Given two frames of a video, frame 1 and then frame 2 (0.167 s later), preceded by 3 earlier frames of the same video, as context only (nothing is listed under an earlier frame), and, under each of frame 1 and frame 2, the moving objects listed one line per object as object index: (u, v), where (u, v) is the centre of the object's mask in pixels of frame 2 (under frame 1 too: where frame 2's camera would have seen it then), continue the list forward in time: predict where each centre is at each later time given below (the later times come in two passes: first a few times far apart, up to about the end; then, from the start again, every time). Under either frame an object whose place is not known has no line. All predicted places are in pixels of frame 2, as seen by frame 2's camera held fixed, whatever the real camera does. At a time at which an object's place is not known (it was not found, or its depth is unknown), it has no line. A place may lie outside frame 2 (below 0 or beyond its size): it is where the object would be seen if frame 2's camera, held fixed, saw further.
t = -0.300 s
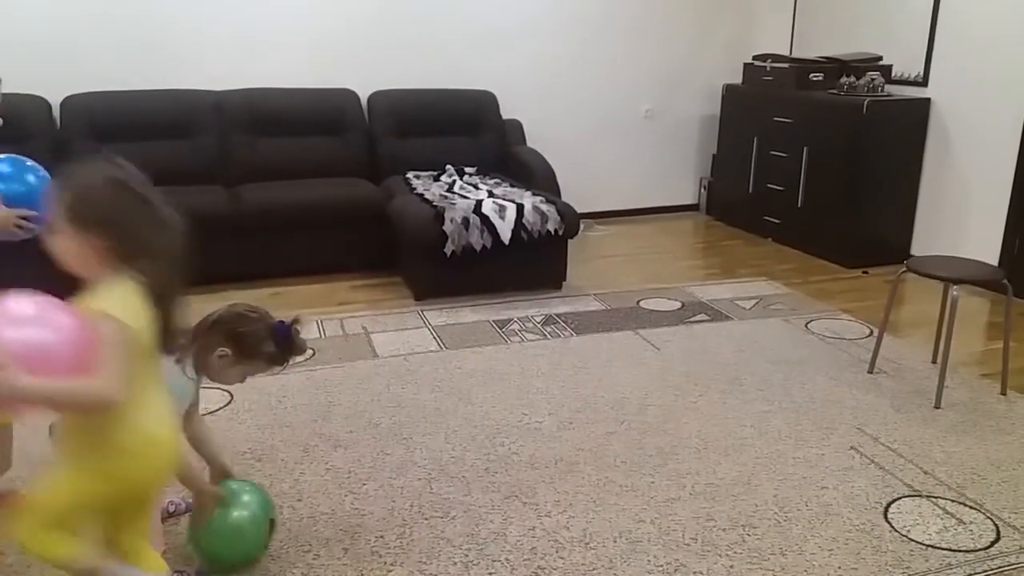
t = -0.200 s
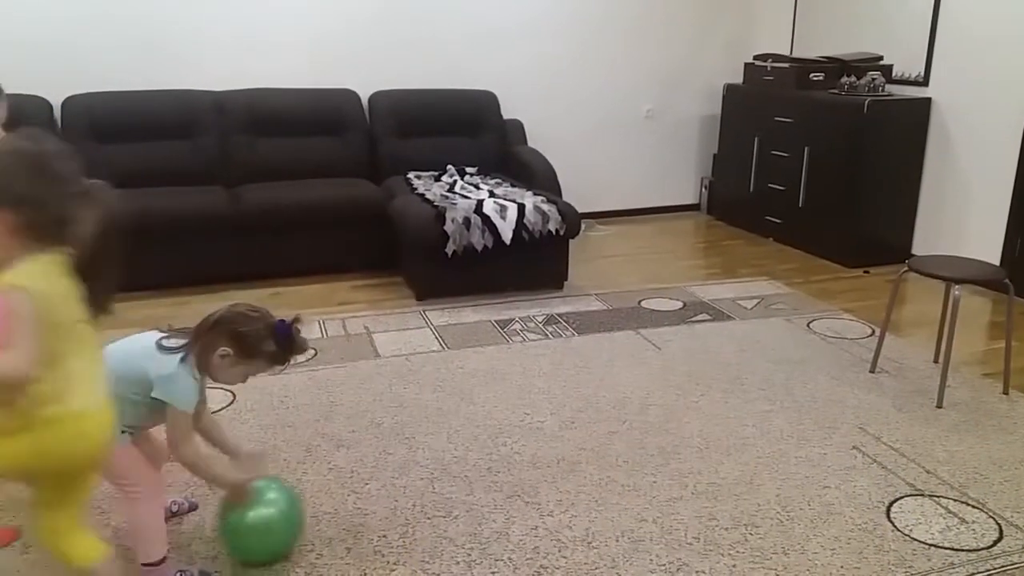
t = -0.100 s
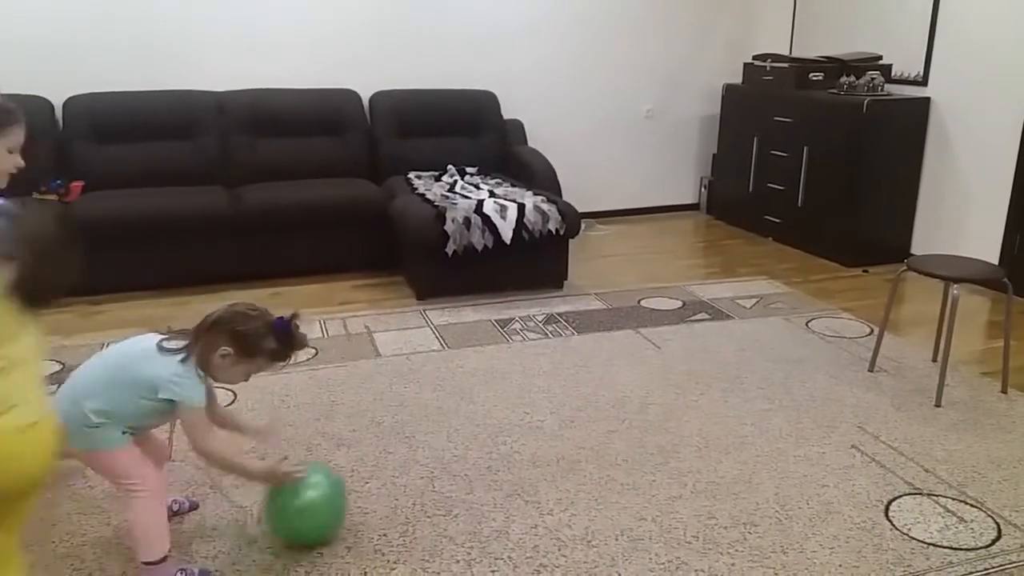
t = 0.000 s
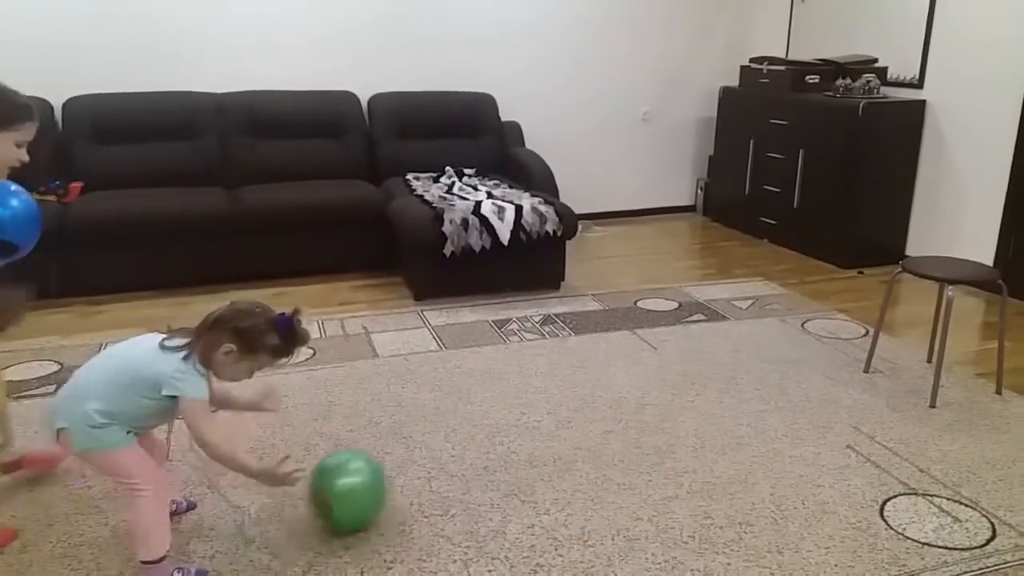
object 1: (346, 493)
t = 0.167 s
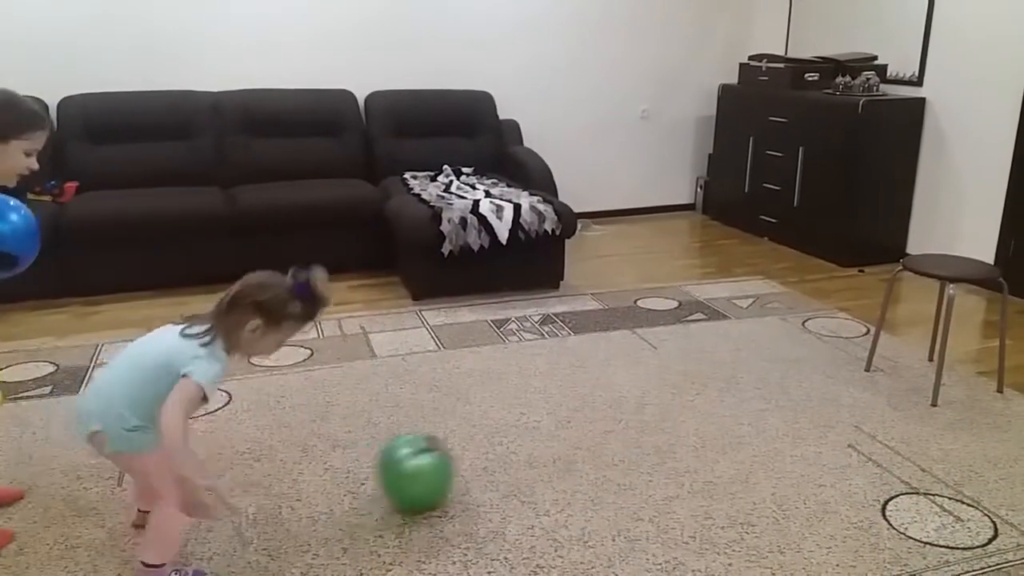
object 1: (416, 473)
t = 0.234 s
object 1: (441, 465)
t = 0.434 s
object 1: (509, 445)
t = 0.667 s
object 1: (582, 428)
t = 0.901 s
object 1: (649, 413)
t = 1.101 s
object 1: (698, 402)
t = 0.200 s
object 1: (428, 468)
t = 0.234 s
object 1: (441, 465)
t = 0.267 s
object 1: (454, 461)
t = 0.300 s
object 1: (465, 457)
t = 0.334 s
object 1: (477, 454)
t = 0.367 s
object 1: (488, 451)
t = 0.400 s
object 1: (499, 448)
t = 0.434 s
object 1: (509, 445)
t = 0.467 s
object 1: (519, 442)
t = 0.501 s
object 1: (529, 440)
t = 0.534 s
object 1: (540, 436)
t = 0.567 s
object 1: (551, 434)
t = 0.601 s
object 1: (561, 432)
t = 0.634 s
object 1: (571, 431)
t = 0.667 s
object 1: (582, 428)
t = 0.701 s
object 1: (592, 426)
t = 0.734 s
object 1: (601, 423)
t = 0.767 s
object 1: (612, 422)
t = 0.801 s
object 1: (621, 420)
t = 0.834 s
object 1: (631, 417)
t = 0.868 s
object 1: (640, 415)
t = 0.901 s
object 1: (649, 413)
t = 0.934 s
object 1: (657, 412)
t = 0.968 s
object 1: (666, 410)
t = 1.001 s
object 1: (674, 408)
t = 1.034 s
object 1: (682, 406)
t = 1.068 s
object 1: (690, 405)
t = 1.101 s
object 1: (698, 402)
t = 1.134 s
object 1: (705, 401)
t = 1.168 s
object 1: (714, 399)
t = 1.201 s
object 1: (722, 398)
